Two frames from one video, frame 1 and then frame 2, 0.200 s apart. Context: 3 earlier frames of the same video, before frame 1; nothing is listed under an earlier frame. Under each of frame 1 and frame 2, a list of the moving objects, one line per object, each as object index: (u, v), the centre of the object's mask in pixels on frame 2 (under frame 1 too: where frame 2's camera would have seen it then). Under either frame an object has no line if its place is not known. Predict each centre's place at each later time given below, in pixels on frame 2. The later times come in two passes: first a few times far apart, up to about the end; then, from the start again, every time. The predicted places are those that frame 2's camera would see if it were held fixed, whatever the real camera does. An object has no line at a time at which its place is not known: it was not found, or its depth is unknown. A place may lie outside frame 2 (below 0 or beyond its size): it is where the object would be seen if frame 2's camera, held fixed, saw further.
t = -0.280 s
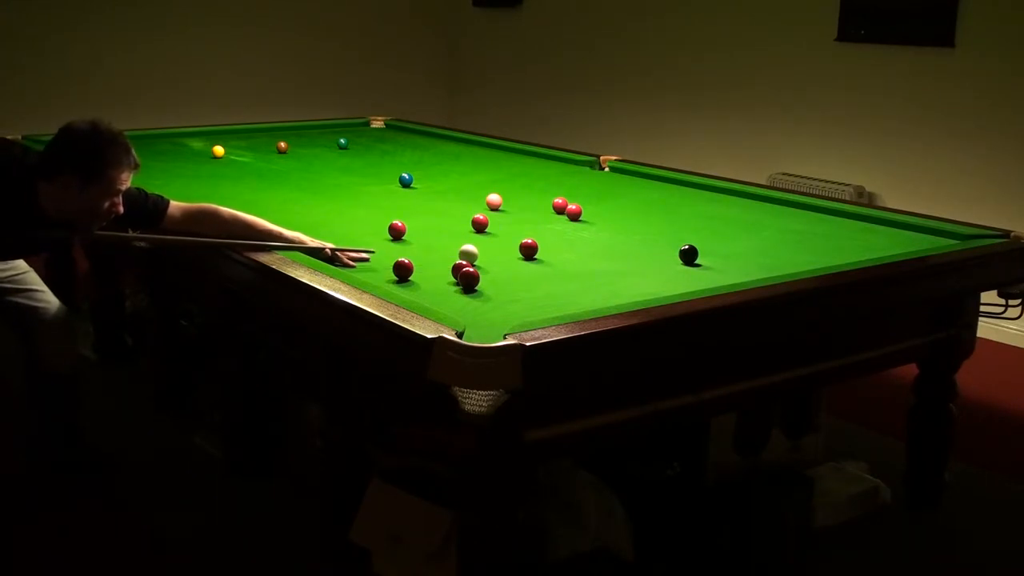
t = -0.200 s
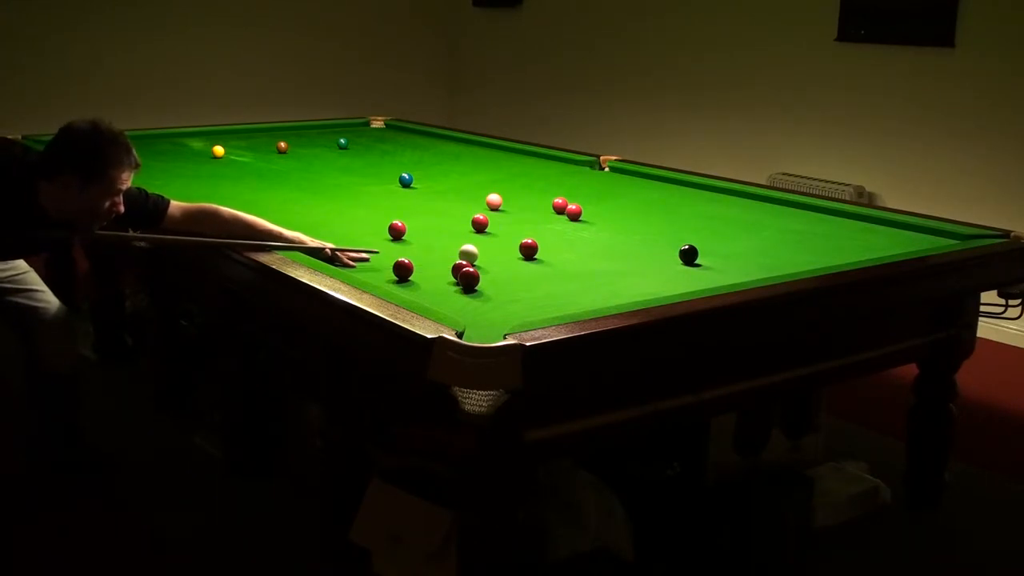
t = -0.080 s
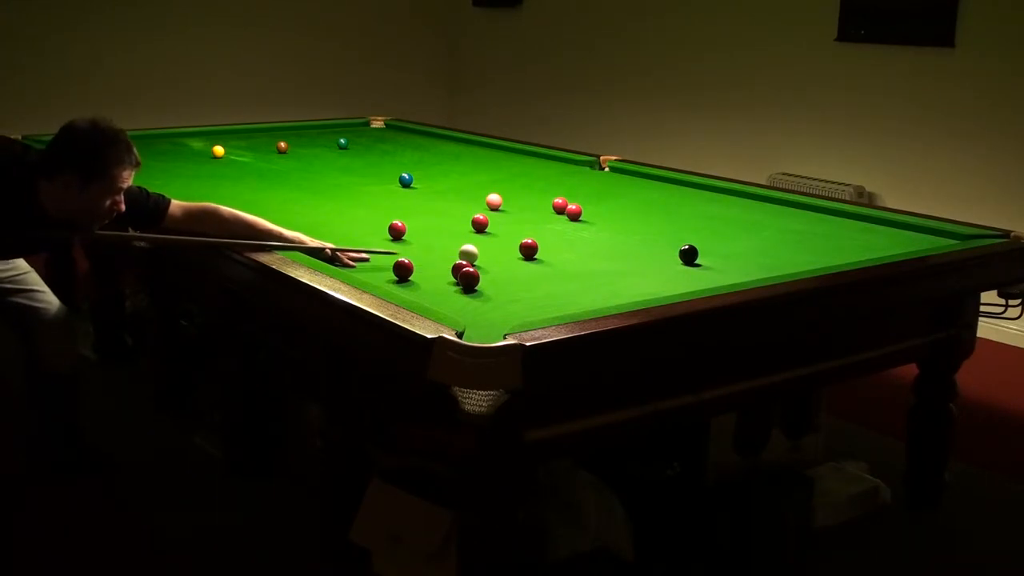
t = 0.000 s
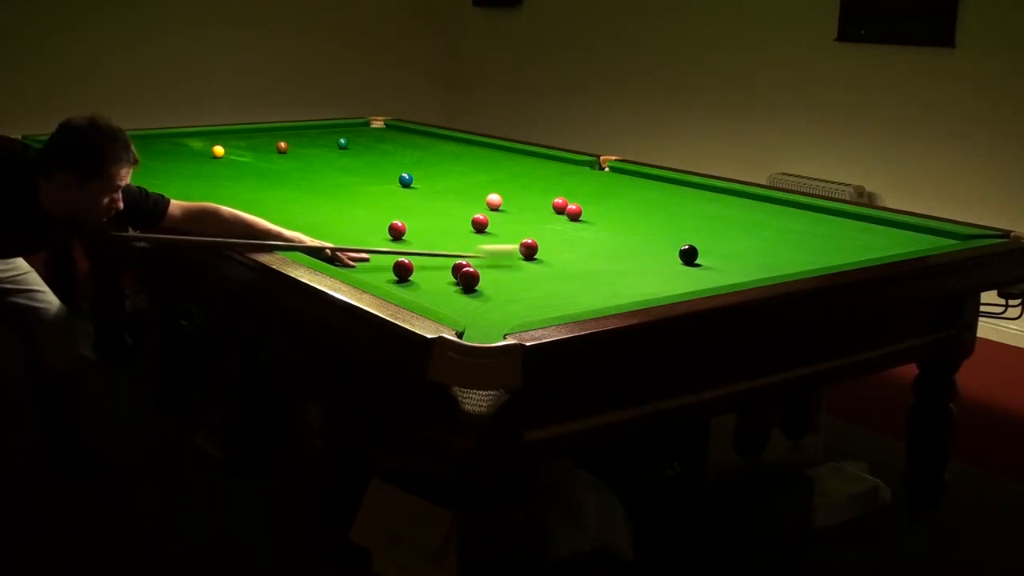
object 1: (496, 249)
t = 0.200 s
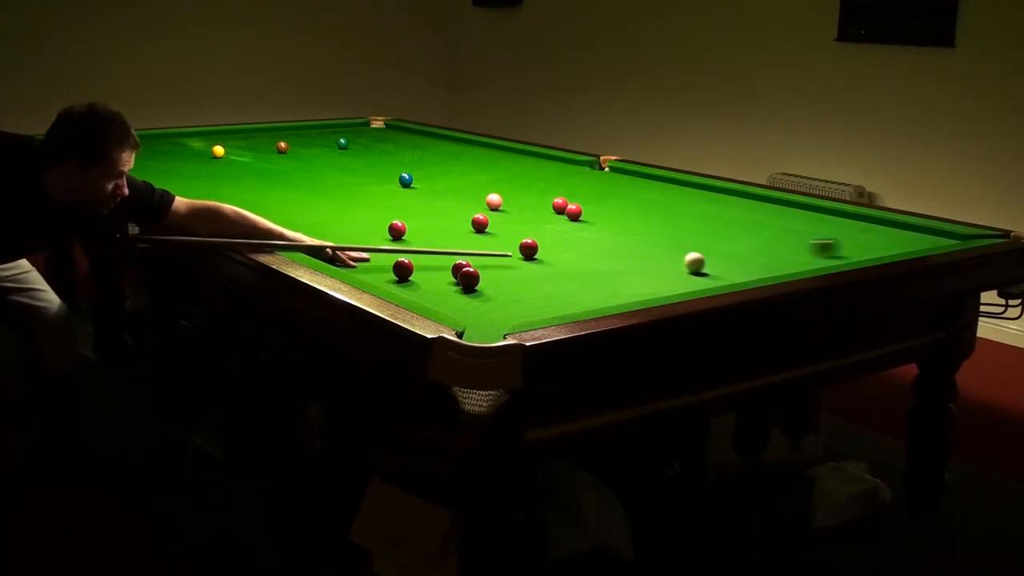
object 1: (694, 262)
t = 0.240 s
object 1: (702, 265)
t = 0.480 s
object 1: (749, 275)
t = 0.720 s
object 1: (703, 271)
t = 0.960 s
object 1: (659, 262)
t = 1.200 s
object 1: (618, 254)
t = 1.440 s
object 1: (581, 248)
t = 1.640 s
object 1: (554, 242)
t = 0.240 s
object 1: (702, 265)
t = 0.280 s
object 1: (710, 267)
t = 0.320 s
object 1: (718, 270)
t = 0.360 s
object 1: (726, 272)
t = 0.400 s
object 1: (733, 274)
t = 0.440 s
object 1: (742, 274)
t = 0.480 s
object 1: (749, 275)
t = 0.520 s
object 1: (745, 275)
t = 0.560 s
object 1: (736, 275)
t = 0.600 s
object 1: (728, 275)
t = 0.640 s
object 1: (720, 274)
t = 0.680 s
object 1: (712, 273)
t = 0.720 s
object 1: (703, 271)
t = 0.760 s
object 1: (696, 269)
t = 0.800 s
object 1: (688, 268)
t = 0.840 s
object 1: (680, 267)
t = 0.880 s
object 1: (673, 265)
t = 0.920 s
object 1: (666, 264)
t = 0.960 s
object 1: (659, 262)
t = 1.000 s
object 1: (651, 261)
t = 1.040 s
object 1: (644, 260)
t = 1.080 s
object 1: (638, 258)
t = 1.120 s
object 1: (631, 257)
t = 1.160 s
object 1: (624, 256)
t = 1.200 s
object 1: (618, 254)
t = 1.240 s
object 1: (611, 253)
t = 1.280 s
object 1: (605, 252)
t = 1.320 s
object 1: (599, 251)
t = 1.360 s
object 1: (593, 250)
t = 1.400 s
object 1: (587, 249)
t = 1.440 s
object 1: (581, 248)
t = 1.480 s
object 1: (576, 246)
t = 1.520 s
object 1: (570, 245)
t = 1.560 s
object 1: (564, 244)
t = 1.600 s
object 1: (559, 243)
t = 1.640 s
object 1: (554, 242)
